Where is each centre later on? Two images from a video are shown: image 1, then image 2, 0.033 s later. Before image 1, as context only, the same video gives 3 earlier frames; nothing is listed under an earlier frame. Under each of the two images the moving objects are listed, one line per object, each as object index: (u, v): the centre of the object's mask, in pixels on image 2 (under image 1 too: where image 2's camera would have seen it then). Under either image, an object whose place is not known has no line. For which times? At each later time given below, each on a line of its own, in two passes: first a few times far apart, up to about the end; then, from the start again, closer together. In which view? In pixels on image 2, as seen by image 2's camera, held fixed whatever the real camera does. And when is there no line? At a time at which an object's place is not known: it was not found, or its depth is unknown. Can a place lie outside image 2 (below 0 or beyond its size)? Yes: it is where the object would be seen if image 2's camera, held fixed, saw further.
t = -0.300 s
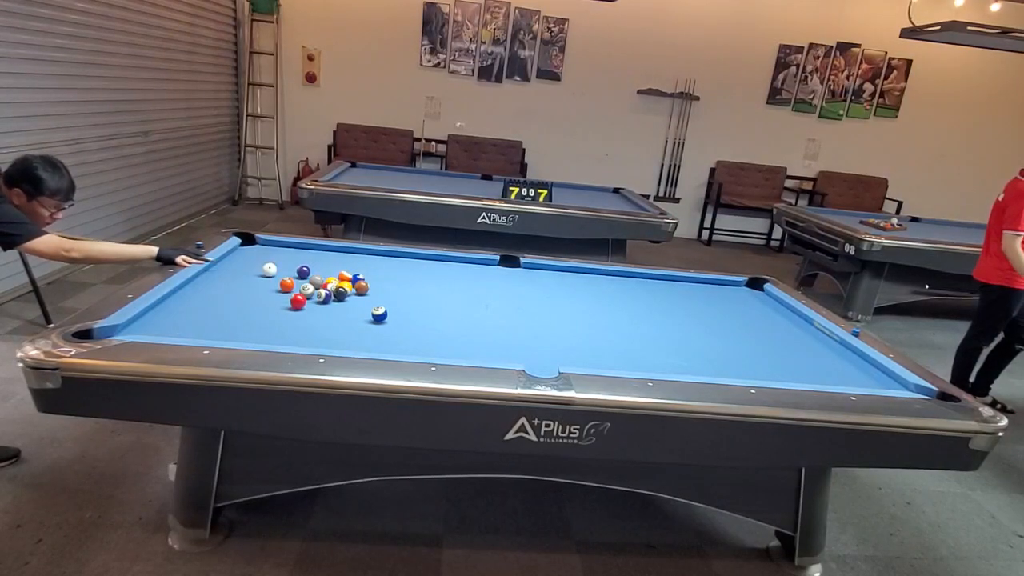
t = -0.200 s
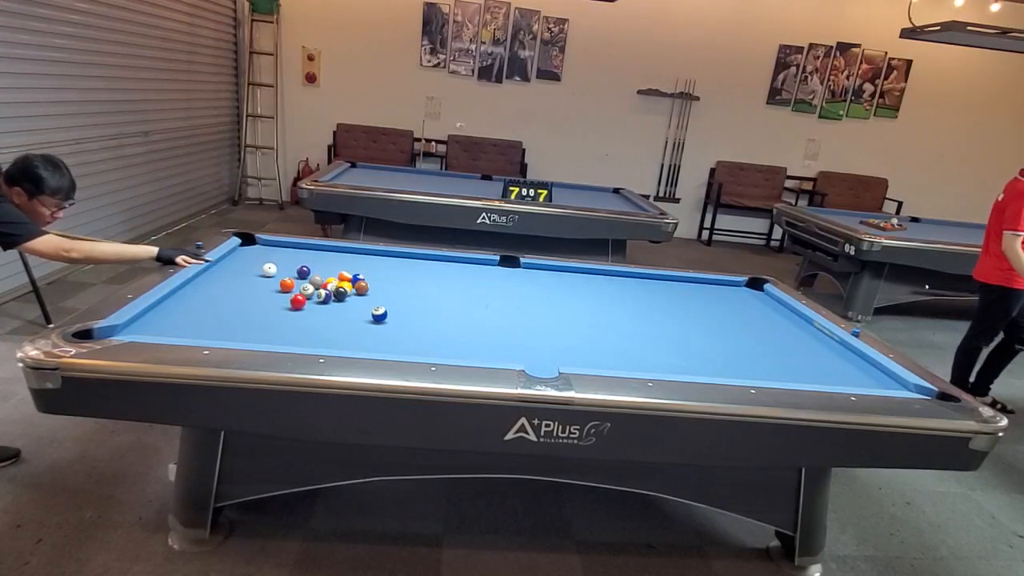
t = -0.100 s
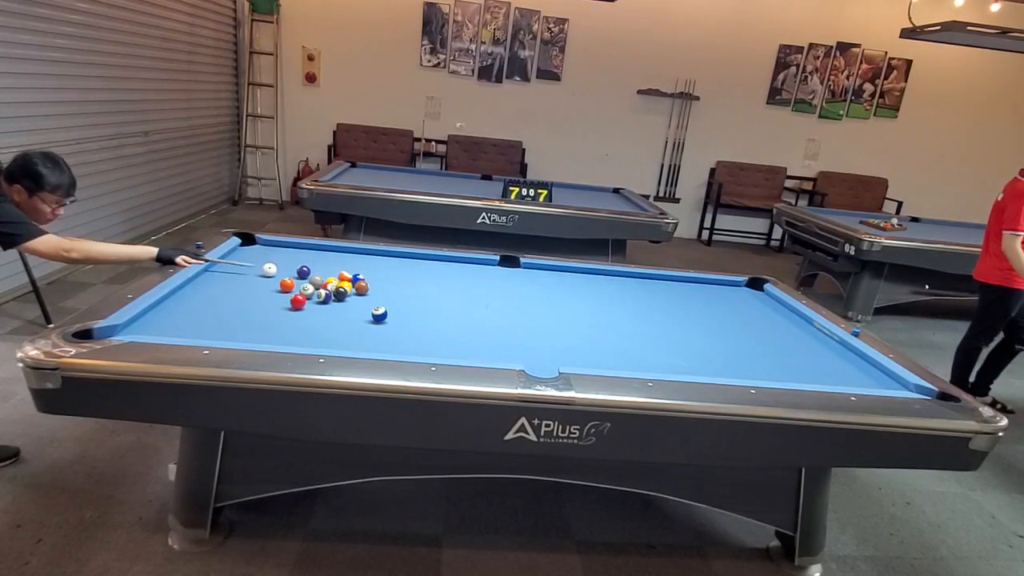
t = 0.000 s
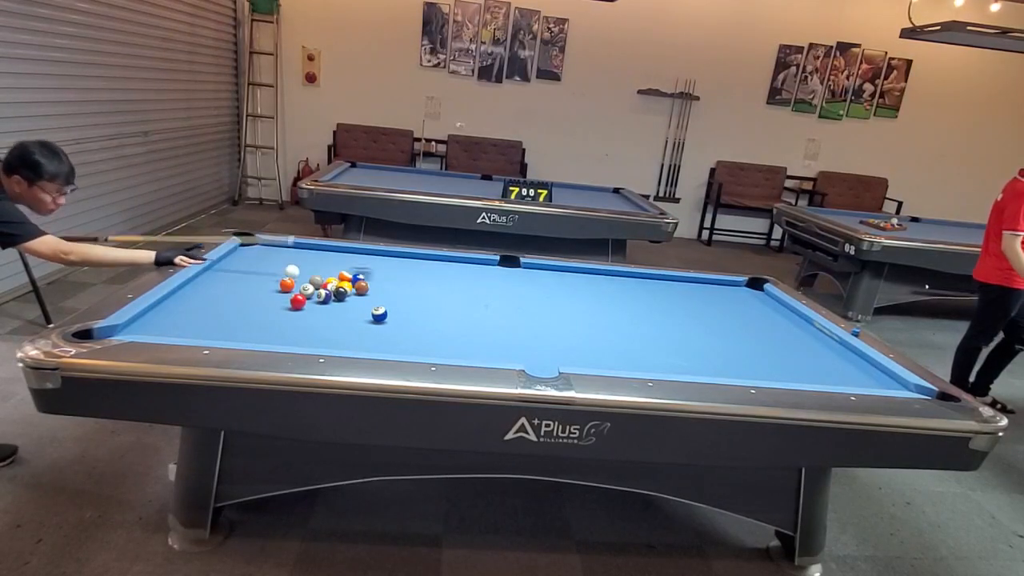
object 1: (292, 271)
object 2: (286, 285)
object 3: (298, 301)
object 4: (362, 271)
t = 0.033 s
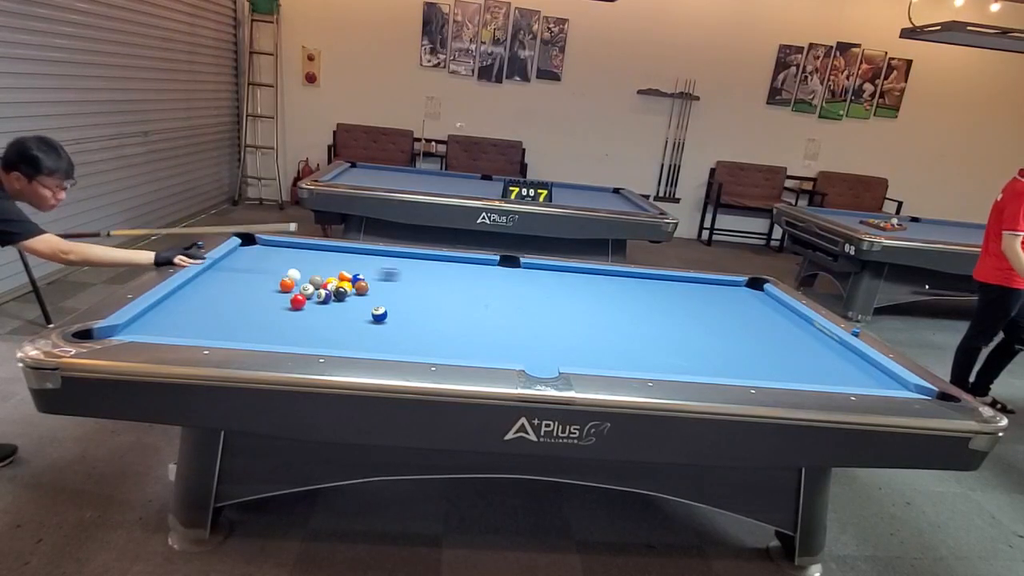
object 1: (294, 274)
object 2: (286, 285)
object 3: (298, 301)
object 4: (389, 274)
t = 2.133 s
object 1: (324, 285)
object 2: (173, 332)
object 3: (275, 312)
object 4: (759, 291)
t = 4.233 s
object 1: (324, 285)
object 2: (180, 322)
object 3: (274, 312)
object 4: (759, 292)
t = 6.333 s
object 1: (325, 285)
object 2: (180, 322)
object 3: (274, 312)
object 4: (759, 292)
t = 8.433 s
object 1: (325, 285)
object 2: (180, 322)
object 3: (274, 312)
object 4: (759, 292)
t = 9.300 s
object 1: (324, 285)
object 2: (180, 322)
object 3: (274, 312)
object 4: (759, 292)
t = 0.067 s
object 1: (296, 278)
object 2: (286, 285)
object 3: (298, 301)
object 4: (416, 275)
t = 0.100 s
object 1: (299, 280)
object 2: (285, 285)
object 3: (298, 301)
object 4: (441, 276)
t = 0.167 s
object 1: (304, 281)
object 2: (281, 287)
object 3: (298, 301)
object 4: (490, 277)
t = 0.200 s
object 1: (309, 283)
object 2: (279, 288)
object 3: (298, 301)
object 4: (512, 276)
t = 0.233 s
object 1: (313, 284)
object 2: (277, 289)
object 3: (298, 301)
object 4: (533, 279)
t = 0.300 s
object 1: (315, 285)
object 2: (273, 291)
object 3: (298, 301)
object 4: (573, 280)
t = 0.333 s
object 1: (317, 284)
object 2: (271, 292)
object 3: (298, 301)
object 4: (591, 280)
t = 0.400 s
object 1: (318, 285)
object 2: (268, 293)
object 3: (298, 301)
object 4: (626, 280)
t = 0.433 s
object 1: (319, 284)
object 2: (266, 294)
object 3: (297, 301)
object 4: (643, 281)
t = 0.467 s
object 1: (320, 285)
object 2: (264, 295)
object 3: (296, 302)
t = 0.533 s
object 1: (321, 285)
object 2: (260, 297)
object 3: (294, 302)
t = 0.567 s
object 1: (322, 284)
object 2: (258, 298)
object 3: (293, 303)
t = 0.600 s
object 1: (322, 284)
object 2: (256, 299)
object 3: (293, 303)
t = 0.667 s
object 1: (323, 284)
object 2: (252, 300)
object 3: (291, 304)
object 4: (745, 286)
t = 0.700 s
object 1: (323, 284)
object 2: (250, 302)
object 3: (290, 304)
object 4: (757, 287)
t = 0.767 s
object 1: (323, 284)
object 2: (246, 303)
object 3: (289, 304)
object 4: (751, 284)
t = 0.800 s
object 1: (324, 284)
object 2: (244, 304)
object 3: (288, 305)
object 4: (755, 285)
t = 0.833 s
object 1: (324, 284)
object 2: (242, 305)
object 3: (288, 305)
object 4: (758, 286)
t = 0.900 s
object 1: (324, 285)
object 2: (238, 307)
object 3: (286, 306)
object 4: (753, 285)
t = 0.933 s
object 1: (324, 285)
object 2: (236, 308)
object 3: (286, 306)
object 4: (751, 284)
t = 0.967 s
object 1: (324, 285)
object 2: (234, 309)
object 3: (285, 306)
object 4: (750, 284)
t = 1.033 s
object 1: (324, 285)
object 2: (230, 311)
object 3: (284, 307)
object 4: (749, 284)
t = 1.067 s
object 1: (324, 285)
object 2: (227, 312)
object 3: (284, 307)
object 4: (749, 285)
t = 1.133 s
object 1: (324, 285)
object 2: (224, 314)
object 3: (282, 307)
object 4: (750, 285)
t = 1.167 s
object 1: (324, 285)
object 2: (222, 314)
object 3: (282, 308)
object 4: (750, 285)
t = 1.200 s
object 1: (324, 285)
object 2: (219, 316)
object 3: (281, 308)
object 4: (751, 286)
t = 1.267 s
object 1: (324, 285)
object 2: (216, 317)
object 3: (281, 308)
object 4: (753, 286)
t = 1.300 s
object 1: (324, 285)
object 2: (213, 318)
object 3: (280, 309)
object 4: (754, 287)
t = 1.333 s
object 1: (324, 285)
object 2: (211, 319)
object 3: (280, 309)
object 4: (755, 287)
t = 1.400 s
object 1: (324, 285)
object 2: (207, 321)
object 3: (279, 309)
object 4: (756, 288)
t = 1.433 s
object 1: (324, 285)
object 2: (205, 322)
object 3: (279, 309)
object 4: (757, 288)
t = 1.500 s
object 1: (324, 285)
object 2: (201, 324)
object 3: (278, 310)
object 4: (758, 288)
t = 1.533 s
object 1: (324, 285)
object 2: (199, 324)
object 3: (278, 310)
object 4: (758, 289)
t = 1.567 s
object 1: (324, 285)
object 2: (197, 326)
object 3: (278, 310)
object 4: (759, 289)
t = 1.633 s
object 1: (324, 285)
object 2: (193, 328)
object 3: (277, 311)
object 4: (759, 290)
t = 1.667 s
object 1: (324, 285)
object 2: (191, 329)
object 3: (277, 311)
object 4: (759, 290)
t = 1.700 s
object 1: (324, 285)
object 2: (189, 329)
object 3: (277, 311)
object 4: (759, 290)
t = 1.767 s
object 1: (324, 285)
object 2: (185, 330)
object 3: (276, 311)
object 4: (759, 290)
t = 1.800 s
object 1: (324, 285)
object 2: (183, 330)
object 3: (276, 311)
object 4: (759, 290)
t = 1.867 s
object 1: (324, 285)
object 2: (179, 332)
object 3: (275, 311)
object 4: (759, 290)
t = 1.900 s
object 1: (324, 285)
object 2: (177, 332)
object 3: (275, 312)
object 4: (759, 291)
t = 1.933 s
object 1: (324, 285)
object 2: (176, 333)
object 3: (275, 312)
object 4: (759, 291)
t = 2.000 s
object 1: (324, 285)
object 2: (173, 333)
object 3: (275, 312)
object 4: (759, 291)
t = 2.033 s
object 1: (324, 285)
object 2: (173, 333)
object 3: (275, 312)
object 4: (759, 291)
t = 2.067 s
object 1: (324, 285)
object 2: (173, 332)
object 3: (275, 312)
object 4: (759, 291)
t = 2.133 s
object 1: (324, 285)
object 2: (173, 332)
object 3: (275, 312)
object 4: (759, 291)
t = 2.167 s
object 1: (324, 285)
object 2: (174, 332)
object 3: (275, 312)
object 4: (759, 291)
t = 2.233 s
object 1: (324, 285)
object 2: (174, 331)
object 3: (274, 312)
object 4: (759, 291)
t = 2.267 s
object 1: (324, 285)
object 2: (174, 331)
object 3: (274, 312)
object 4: (759, 291)
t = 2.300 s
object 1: (324, 285)
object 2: (175, 330)
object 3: (274, 312)
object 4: (759, 291)
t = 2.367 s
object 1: (324, 285)
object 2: (175, 330)
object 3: (274, 312)
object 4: (759, 291)
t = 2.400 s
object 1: (324, 285)
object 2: (175, 330)
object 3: (275, 312)
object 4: (759, 291)
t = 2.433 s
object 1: (324, 285)
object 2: (175, 329)
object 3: (274, 312)
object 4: (759, 292)
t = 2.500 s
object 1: (324, 285)
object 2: (176, 329)
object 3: (274, 312)
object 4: (759, 292)
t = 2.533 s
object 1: (324, 285)
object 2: (176, 328)
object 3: (274, 312)
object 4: (759, 292)
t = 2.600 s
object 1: (324, 285)
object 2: (176, 328)
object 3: (274, 312)
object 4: (759, 292)
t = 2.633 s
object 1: (324, 285)
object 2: (176, 328)
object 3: (274, 312)
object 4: (759, 292)
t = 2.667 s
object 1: (324, 285)
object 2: (177, 328)
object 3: (274, 312)
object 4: (759, 292)
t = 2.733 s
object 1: (324, 285)
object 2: (177, 327)
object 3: (274, 312)
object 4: (759, 292)
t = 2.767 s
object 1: (324, 285)
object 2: (177, 327)
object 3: (274, 312)
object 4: (759, 292)
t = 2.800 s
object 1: (325, 285)
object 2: (178, 327)
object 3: (274, 312)
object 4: (759, 292)
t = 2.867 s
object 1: (325, 285)
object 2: (178, 326)
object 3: (274, 312)
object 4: (759, 292)
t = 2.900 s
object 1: (325, 285)
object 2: (178, 325)
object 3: (274, 312)
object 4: (759, 292)
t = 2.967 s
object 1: (325, 285)
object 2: (179, 325)
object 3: (274, 312)
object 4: (759, 292)
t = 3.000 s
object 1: (324, 285)
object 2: (179, 324)
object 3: (274, 312)
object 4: (759, 292)
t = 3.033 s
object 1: (324, 285)
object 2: (180, 324)
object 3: (274, 312)
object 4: (759, 292)
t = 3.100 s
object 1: (324, 285)
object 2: (180, 324)
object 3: (274, 312)
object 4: (759, 292)
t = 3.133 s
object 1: (324, 285)
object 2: (180, 323)
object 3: (274, 312)
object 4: (759, 292)
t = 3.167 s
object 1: (324, 285)
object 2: (180, 323)
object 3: (274, 312)
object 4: (759, 292)
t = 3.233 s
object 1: (324, 285)
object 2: (180, 323)
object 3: (274, 312)
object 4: (759, 292)
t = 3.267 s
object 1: (324, 285)
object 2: (181, 323)
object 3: (274, 312)
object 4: (759, 292)
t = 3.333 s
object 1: (324, 285)
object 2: (181, 323)
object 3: (274, 312)
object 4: (759, 292)
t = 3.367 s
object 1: (324, 285)
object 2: (181, 323)
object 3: (274, 312)
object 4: (759, 292)
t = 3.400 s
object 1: (324, 285)
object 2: (181, 322)
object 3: (274, 312)
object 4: (759, 292)
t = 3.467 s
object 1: (324, 285)
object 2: (181, 322)
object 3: (274, 312)
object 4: (759, 292)
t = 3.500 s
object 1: (324, 285)
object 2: (181, 322)
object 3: (274, 312)
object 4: (759, 292)
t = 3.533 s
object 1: (324, 285)
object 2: (181, 322)
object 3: (274, 312)
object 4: (759, 292)
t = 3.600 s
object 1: (324, 285)
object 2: (181, 322)
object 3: (274, 312)
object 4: (759, 292)
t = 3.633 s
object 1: (324, 285)
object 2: (181, 322)
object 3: (274, 312)
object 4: (759, 292)
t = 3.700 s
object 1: (324, 285)
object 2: (181, 322)
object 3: (274, 312)
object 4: (759, 292)
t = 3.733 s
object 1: (324, 285)
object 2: (181, 322)
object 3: (274, 312)
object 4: (759, 292)
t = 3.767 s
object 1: (324, 285)
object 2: (181, 322)
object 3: (274, 312)
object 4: (759, 292)
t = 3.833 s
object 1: (324, 285)
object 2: (181, 322)
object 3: (274, 312)
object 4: (759, 292)
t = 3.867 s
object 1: (324, 285)
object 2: (181, 322)
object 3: (274, 312)
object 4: (759, 292)
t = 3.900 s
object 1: (324, 285)
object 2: (180, 322)
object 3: (274, 312)
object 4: (759, 292)
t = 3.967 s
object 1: (324, 285)
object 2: (180, 322)
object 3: (274, 312)
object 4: (759, 292)
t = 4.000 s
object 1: (324, 285)
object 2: (180, 322)
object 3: (274, 312)
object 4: (759, 292)
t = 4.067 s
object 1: (324, 285)
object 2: (180, 322)
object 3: (274, 312)
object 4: (759, 292)
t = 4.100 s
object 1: (324, 285)
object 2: (180, 322)
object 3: (274, 312)
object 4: (759, 292)
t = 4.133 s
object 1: (324, 285)
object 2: (180, 322)
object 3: (274, 312)
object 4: (759, 292)
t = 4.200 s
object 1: (324, 285)
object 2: (180, 322)
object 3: (274, 312)
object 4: (759, 292)
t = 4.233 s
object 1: (324, 285)
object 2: (180, 322)
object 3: (274, 312)
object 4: (759, 292)
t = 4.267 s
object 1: (324, 285)
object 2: (180, 322)
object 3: (274, 312)
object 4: (759, 292)
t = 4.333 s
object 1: (324, 285)
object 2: (180, 322)
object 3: (274, 312)
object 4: (759, 292)
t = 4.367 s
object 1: (324, 285)
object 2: (180, 322)
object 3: (274, 312)
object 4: (759, 292)
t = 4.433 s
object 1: (324, 285)
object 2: (180, 322)
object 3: (274, 312)
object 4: (759, 292)
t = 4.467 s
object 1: (324, 285)
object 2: (180, 322)
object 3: (274, 312)
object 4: (759, 292)
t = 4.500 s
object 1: (324, 285)
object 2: (180, 322)
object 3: (274, 312)
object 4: (759, 292)
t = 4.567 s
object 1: (324, 285)
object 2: (180, 322)
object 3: (274, 312)
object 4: (759, 292)
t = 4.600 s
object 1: (324, 285)
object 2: (180, 322)
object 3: (274, 312)
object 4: (759, 292)
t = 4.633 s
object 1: (324, 285)
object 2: (180, 322)
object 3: (274, 312)
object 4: (759, 292)
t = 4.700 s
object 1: (324, 285)
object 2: (180, 322)
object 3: (274, 312)
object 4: (759, 292)
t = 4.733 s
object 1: (324, 285)
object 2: (180, 322)
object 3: (274, 312)
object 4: (759, 292)
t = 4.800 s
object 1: (324, 285)
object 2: (180, 322)
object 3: (274, 312)
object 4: (759, 292)
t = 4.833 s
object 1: (324, 285)
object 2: (180, 322)
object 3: (274, 312)
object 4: (759, 292)
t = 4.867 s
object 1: (324, 285)
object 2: (180, 322)
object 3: (274, 312)
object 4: (759, 292)
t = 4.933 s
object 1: (324, 285)
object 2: (180, 322)
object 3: (274, 312)
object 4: (759, 292)
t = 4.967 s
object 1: (325, 285)
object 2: (180, 322)
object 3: (274, 312)
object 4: (759, 292)
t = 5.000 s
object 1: (324, 285)
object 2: (180, 322)
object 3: (274, 312)
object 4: (759, 292)
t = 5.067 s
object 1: (324, 285)
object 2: (180, 322)
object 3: (274, 312)
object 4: (759, 292)
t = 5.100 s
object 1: (324, 285)
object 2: (180, 322)
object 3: (274, 312)
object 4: (759, 292)
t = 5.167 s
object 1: (324, 285)
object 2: (180, 322)
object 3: (274, 312)
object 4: (759, 292)
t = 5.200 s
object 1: (324, 285)
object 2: (180, 322)
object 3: (274, 312)
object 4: (759, 292)
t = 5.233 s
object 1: (324, 285)
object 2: (180, 322)
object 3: (274, 312)
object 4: (759, 292)
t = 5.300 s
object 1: (324, 285)
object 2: (180, 322)
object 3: (274, 312)
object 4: (759, 292)
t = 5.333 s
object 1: (324, 285)
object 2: (180, 322)
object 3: (274, 312)
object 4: (759, 292)
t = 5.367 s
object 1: (324, 285)
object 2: (180, 322)
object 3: (274, 312)
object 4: (759, 292)
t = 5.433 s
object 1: (324, 285)
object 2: (180, 322)
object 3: (274, 312)
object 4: (759, 292)
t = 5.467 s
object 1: (324, 285)
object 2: (180, 322)
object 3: (274, 312)
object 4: (759, 292)
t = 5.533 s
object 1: (325, 285)
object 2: (180, 322)
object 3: (274, 312)
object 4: (759, 292)
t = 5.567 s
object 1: (325, 285)
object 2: (180, 322)
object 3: (274, 312)
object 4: (759, 292)
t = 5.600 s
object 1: (325, 285)
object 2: (180, 322)
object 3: (274, 312)
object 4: (759, 292)
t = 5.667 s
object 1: (325, 285)
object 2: (180, 322)
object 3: (274, 312)
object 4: (759, 292)
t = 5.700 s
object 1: (325, 285)
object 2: (180, 322)
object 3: (274, 312)
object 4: (759, 292)
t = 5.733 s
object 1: (325, 285)
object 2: (180, 322)
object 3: (274, 312)
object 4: (759, 292)
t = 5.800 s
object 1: (325, 285)
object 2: (180, 322)
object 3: (274, 312)
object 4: (759, 292)
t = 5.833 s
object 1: (325, 285)
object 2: (180, 322)
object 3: (274, 312)
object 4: (759, 292)
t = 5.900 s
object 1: (325, 285)
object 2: (180, 322)
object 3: (274, 312)
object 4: (759, 292)
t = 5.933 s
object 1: (325, 285)
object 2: (180, 322)
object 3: (274, 312)
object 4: (759, 292)
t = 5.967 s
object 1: (325, 285)
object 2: (180, 322)
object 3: (274, 312)
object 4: (759, 292)
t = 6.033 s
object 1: (325, 285)
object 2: (180, 322)
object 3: (274, 312)
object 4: (759, 292)
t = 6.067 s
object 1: (325, 285)
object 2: (180, 322)
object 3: (274, 312)
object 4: (759, 292)
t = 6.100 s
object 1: (325, 285)
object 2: (180, 322)
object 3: (274, 312)
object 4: (759, 292)
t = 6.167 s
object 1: (325, 285)
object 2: (180, 322)
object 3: (274, 312)
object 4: (759, 292)
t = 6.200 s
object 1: (325, 285)
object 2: (180, 322)
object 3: (274, 312)
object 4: (759, 292)
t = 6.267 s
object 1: (325, 285)
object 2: (180, 322)
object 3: (274, 312)
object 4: (759, 292)
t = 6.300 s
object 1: (325, 285)
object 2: (180, 322)
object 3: (274, 312)
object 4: (759, 292)
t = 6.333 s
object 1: (325, 285)
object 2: (180, 322)
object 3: (274, 312)
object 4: (759, 292)
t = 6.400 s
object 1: (325, 285)
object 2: (180, 322)
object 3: (274, 312)
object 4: (759, 292)
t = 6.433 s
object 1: (325, 285)
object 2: (180, 322)
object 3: (274, 312)
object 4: (759, 292)
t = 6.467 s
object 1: (325, 285)
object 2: (180, 322)
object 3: (274, 312)
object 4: (759, 292)
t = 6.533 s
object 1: (325, 285)
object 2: (180, 322)
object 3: (274, 312)
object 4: (759, 292)
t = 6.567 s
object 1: (325, 285)
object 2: (180, 322)
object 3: (274, 312)
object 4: (759, 292)
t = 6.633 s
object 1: (325, 285)
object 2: (180, 322)
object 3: (274, 312)
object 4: (759, 292)
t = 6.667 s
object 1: (325, 285)
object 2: (180, 322)
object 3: (274, 312)
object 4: (759, 292)
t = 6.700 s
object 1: (325, 285)
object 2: (180, 322)
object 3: (274, 312)
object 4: (759, 292)
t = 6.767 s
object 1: (325, 285)
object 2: (180, 322)
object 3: (274, 312)
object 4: (759, 292)
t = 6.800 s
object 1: (325, 285)
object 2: (180, 322)
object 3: (274, 312)
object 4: (759, 292)
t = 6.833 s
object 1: (325, 285)
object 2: (180, 322)
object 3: (274, 312)
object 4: (759, 292)
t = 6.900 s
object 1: (325, 285)
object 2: (180, 322)
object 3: (274, 312)
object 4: (759, 292)
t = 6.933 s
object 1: (325, 285)
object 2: (180, 322)
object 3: (274, 312)
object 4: (759, 292)
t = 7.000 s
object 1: (325, 285)
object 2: (180, 322)
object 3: (274, 312)
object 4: (759, 292)
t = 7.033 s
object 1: (324, 285)
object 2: (180, 322)
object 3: (274, 312)
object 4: (759, 292)
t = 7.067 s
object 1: (324, 285)
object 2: (180, 322)
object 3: (274, 312)
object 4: (759, 292)
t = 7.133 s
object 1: (324, 285)
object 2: (180, 322)
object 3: (274, 312)
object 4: (759, 292)
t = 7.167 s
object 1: (324, 285)
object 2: (180, 322)
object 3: (274, 312)
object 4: (759, 292)
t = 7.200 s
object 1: (324, 285)
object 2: (180, 322)
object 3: (274, 312)
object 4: (759, 292)
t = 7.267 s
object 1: (324, 285)
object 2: (180, 322)
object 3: (274, 312)
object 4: (759, 292)
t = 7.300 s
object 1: (324, 285)
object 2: (180, 322)
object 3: (274, 312)
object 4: (759, 292)
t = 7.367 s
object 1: (324, 285)
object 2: (180, 322)
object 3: (274, 312)
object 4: (759, 292)
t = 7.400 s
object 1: (324, 285)
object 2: (180, 322)
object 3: (274, 312)
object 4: (759, 292)
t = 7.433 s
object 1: (324, 285)
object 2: (180, 322)
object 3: (274, 312)
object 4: (759, 292)
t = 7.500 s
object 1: (324, 285)
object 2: (180, 322)
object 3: (274, 312)
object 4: (759, 292)
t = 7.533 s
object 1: (324, 285)
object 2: (180, 322)
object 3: (274, 312)
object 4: (759, 292)
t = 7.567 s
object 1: (324, 285)
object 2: (180, 322)
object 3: (274, 312)
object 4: (759, 292)
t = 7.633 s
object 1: (324, 285)
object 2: (180, 322)
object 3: (274, 312)
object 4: (759, 292)
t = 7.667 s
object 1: (324, 285)
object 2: (180, 322)
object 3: (274, 312)
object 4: (759, 292)
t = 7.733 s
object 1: (324, 285)
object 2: (180, 322)
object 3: (274, 312)
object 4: (759, 292)
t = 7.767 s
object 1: (324, 285)
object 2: (180, 322)
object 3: (274, 312)
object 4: (759, 292)
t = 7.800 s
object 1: (324, 285)
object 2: (180, 322)
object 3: (274, 312)
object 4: (759, 292)
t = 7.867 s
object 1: (324, 285)
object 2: (180, 322)
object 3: (274, 312)
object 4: (759, 292)
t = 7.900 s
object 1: (324, 285)
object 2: (180, 322)
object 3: (274, 312)
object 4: (759, 292)
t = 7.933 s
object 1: (324, 285)
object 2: (180, 322)
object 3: (274, 312)
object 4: (759, 292)
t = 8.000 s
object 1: (324, 285)
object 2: (180, 322)
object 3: (274, 312)
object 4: (759, 292)
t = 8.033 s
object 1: (324, 285)
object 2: (180, 322)
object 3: (274, 312)
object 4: (759, 292)
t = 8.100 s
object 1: (324, 285)
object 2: (180, 322)
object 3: (274, 312)
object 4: (759, 292)
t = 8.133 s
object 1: (324, 285)
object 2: (180, 322)
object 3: (274, 312)
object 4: (759, 292)
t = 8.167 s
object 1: (324, 285)
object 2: (180, 322)
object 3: (274, 312)
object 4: (759, 292)
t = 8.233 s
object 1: (324, 285)
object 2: (180, 322)
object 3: (274, 312)
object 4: (759, 292)
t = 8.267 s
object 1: (324, 285)
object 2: (180, 322)
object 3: (274, 312)
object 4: (759, 292)
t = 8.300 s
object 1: (324, 285)
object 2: (180, 322)
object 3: (274, 312)
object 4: (759, 292)
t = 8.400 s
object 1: (324, 285)
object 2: (180, 322)
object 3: (274, 312)
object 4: (759, 292)
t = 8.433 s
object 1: (325, 285)
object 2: (180, 322)
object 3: (274, 312)
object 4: (759, 292)
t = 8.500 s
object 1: (325, 285)
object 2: (180, 322)
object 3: (274, 312)
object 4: (759, 292)
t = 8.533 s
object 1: (324, 285)
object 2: (180, 322)
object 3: (275, 312)
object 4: (759, 292)
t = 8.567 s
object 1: (324, 285)
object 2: (180, 322)
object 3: (274, 312)
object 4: (759, 292)
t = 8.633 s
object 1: (324, 285)
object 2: (180, 322)
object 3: (274, 312)
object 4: (759, 292)
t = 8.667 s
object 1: (324, 285)
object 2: (180, 322)
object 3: (274, 312)
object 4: (759, 292)
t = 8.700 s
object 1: (324, 285)
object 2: (180, 322)
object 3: (274, 312)
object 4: (759, 292)
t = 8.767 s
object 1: (324, 285)
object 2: (180, 322)
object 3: (274, 312)
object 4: (759, 292)
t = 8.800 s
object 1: (325, 285)
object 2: (180, 322)
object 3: (274, 312)
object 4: (759, 292)
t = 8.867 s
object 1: (324, 285)
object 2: (180, 322)
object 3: (274, 312)
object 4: (759, 292)
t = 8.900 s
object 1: (324, 285)
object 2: (180, 322)
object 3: (274, 312)
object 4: (759, 292)
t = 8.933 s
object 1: (324, 285)
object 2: (180, 322)
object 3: (274, 312)
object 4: (759, 292)
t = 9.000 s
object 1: (324, 285)
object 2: (180, 322)
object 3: (274, 312)
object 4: (759, 292)
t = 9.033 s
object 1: (324, 285)
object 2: (180, 322)
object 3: (274, 312)
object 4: (759, 292)
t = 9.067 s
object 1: (324, 285)
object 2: (180, 322)
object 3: (274, 312)
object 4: (759, 292)
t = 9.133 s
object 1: (324, 285)
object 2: (180, 322)
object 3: (274, 312)
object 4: (759, 292)
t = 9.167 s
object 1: (324, 285)
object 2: (180, 322)
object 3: (274, 312)
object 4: (759, 292)
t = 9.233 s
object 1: (324, 285)
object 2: (180, 322)
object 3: (274, 312)
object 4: (759, 292)
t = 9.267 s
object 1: (324, 285)
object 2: (180, 322)
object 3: (274, 312)
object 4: (759, 292)
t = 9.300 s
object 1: (324, 285)
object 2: (180, 322)
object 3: (274, 312)
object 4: (759, 292)
